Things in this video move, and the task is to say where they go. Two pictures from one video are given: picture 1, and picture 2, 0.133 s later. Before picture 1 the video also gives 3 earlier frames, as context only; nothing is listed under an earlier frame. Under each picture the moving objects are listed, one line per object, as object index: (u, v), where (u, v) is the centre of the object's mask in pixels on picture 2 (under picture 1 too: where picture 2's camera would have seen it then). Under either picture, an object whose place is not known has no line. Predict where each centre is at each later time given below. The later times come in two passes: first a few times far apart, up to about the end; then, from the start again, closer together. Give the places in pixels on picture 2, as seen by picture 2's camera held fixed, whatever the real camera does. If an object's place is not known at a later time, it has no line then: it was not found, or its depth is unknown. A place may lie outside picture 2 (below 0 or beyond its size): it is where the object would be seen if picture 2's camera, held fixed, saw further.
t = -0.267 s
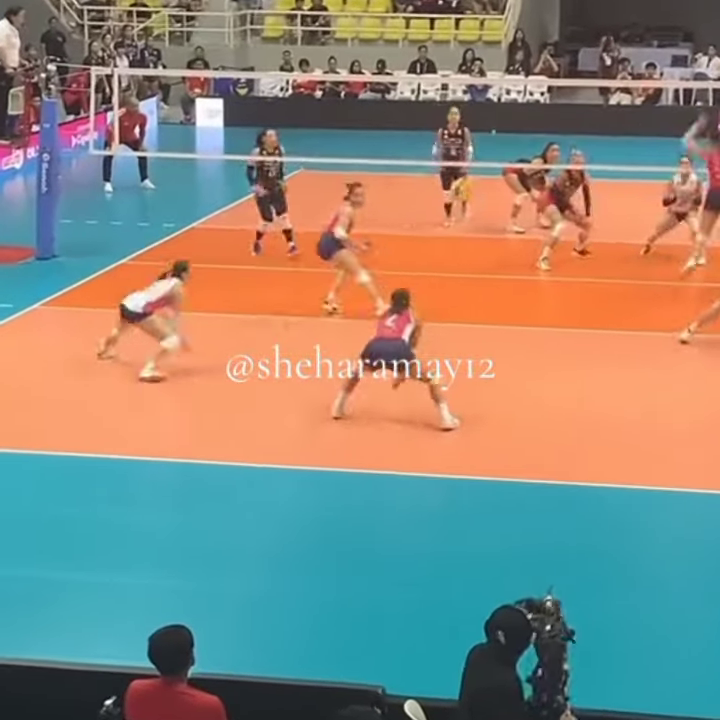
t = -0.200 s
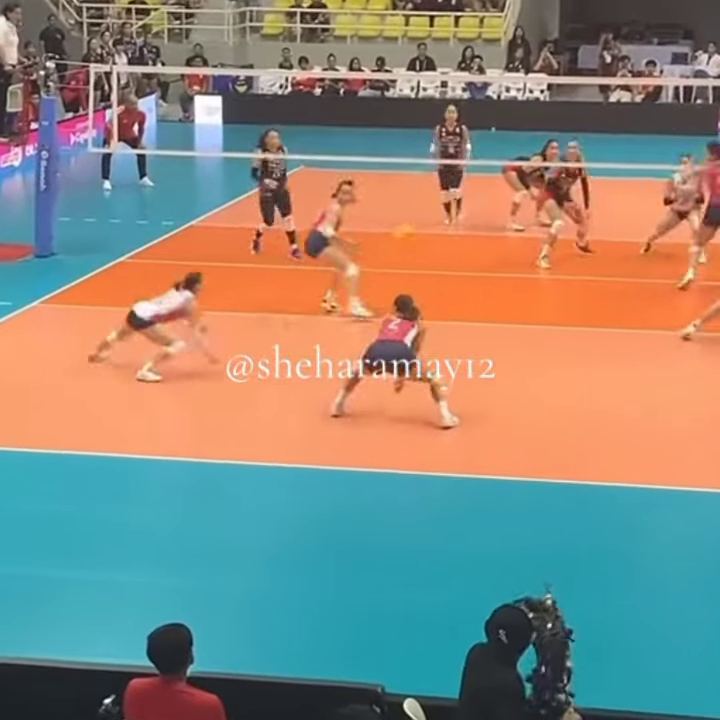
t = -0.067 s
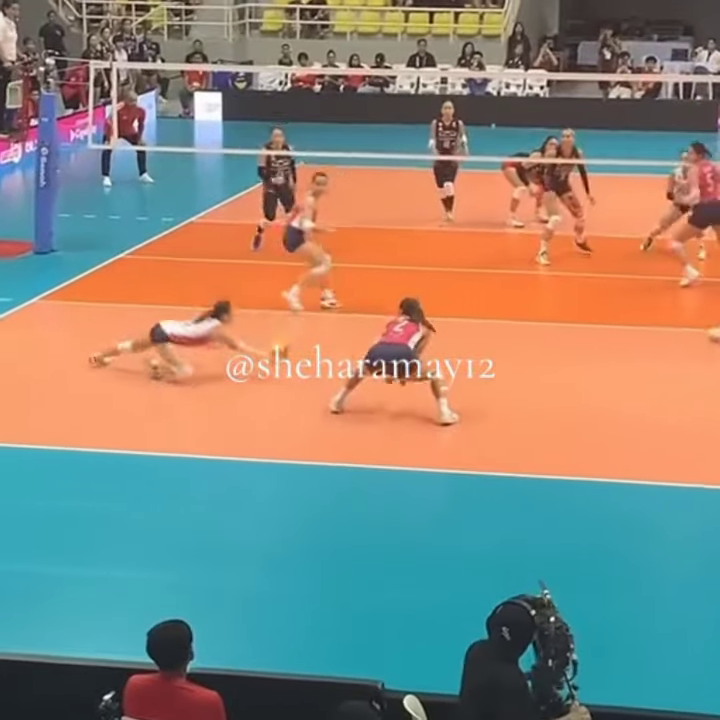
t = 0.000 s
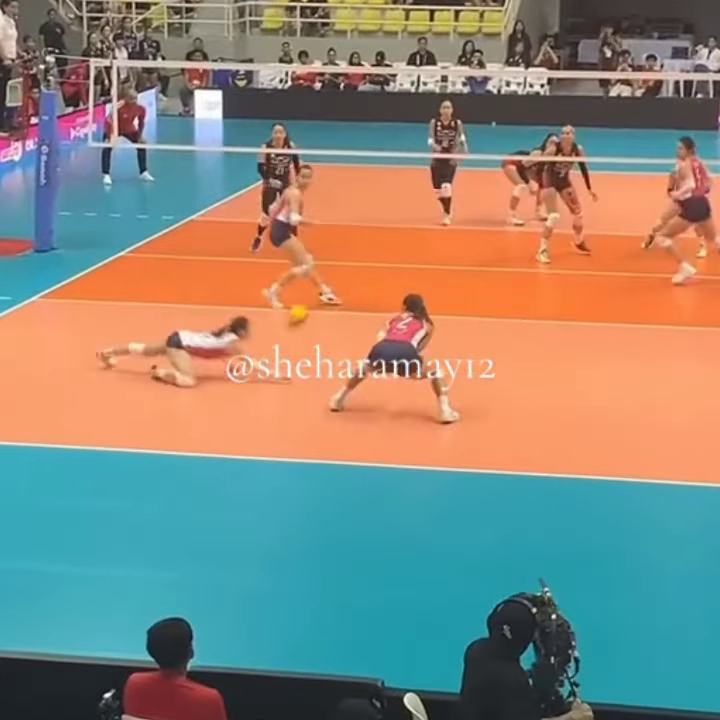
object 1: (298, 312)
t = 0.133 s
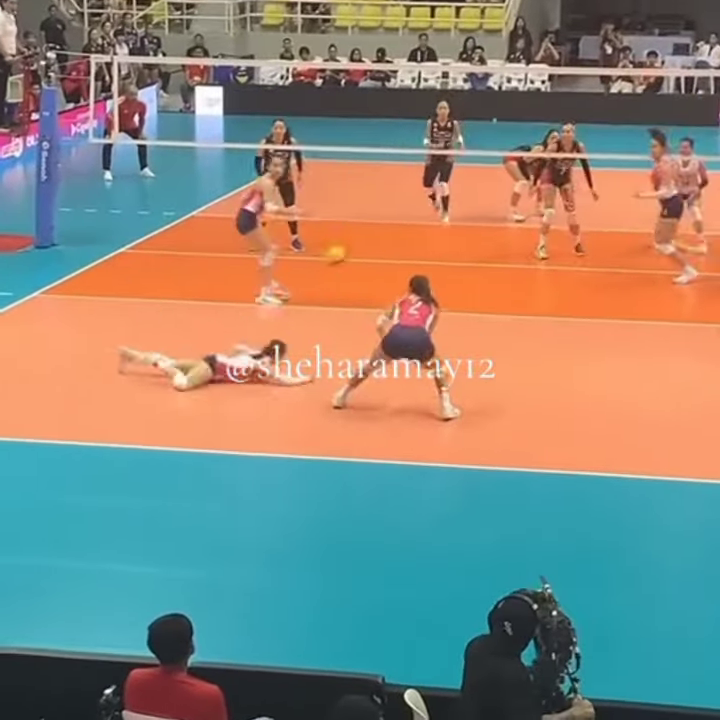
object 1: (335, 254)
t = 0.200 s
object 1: (350, 234)
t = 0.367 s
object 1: (392, 206)
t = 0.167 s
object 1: (342, 241)
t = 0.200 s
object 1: (350, 234)
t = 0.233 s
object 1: (361, 227)
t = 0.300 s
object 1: (376, 211)
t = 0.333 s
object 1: (383, 208)
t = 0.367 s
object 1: (392, 206)
